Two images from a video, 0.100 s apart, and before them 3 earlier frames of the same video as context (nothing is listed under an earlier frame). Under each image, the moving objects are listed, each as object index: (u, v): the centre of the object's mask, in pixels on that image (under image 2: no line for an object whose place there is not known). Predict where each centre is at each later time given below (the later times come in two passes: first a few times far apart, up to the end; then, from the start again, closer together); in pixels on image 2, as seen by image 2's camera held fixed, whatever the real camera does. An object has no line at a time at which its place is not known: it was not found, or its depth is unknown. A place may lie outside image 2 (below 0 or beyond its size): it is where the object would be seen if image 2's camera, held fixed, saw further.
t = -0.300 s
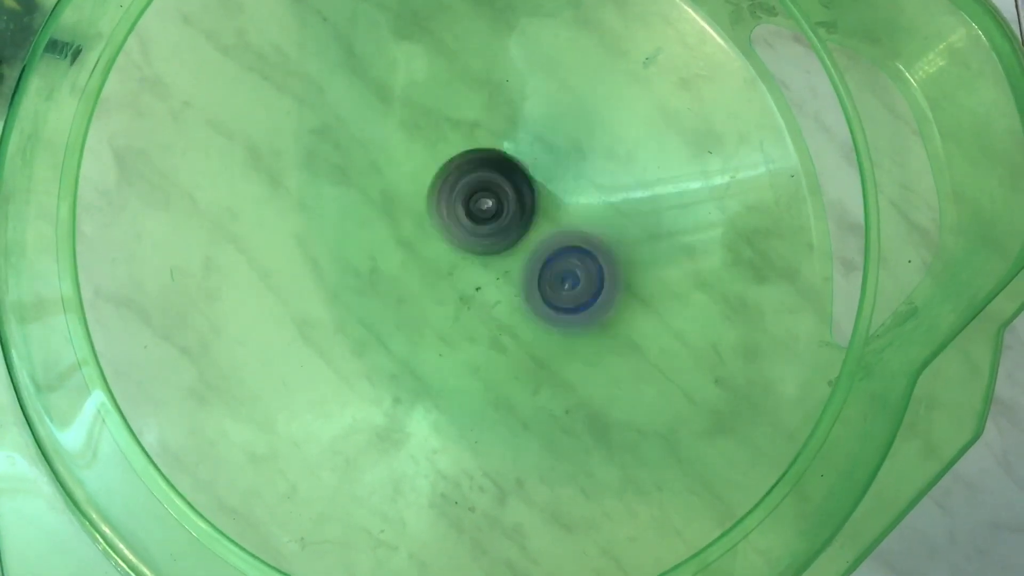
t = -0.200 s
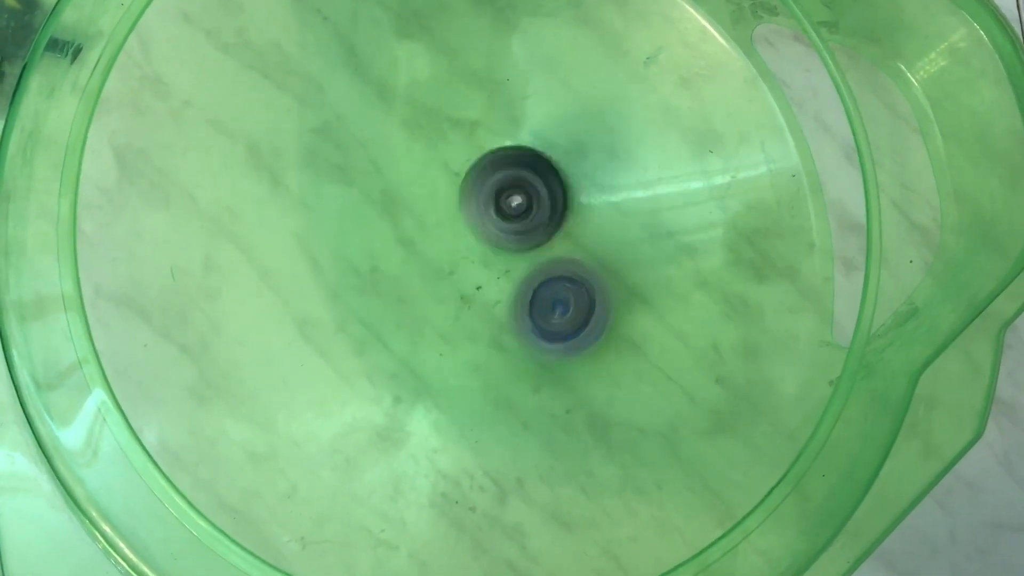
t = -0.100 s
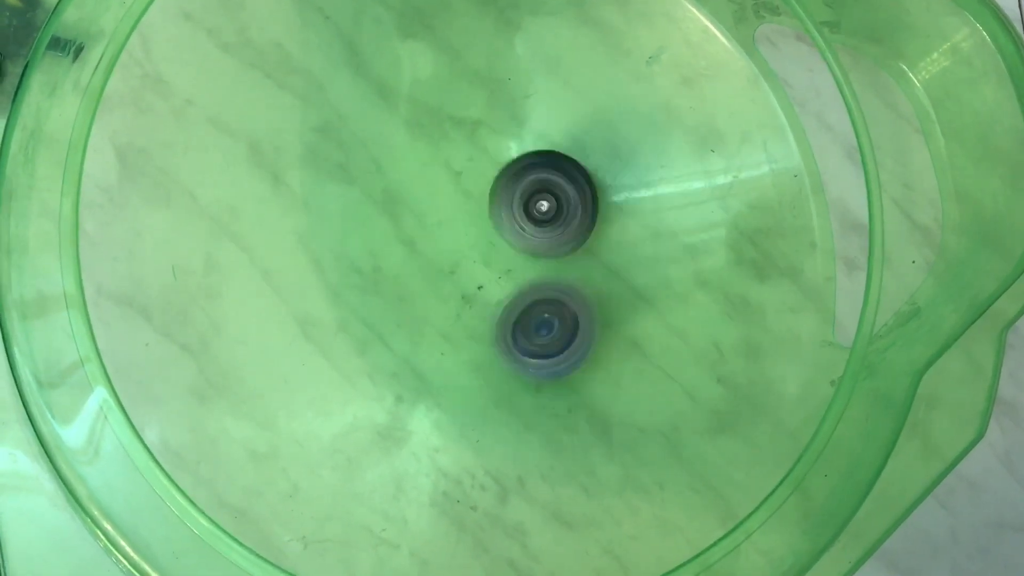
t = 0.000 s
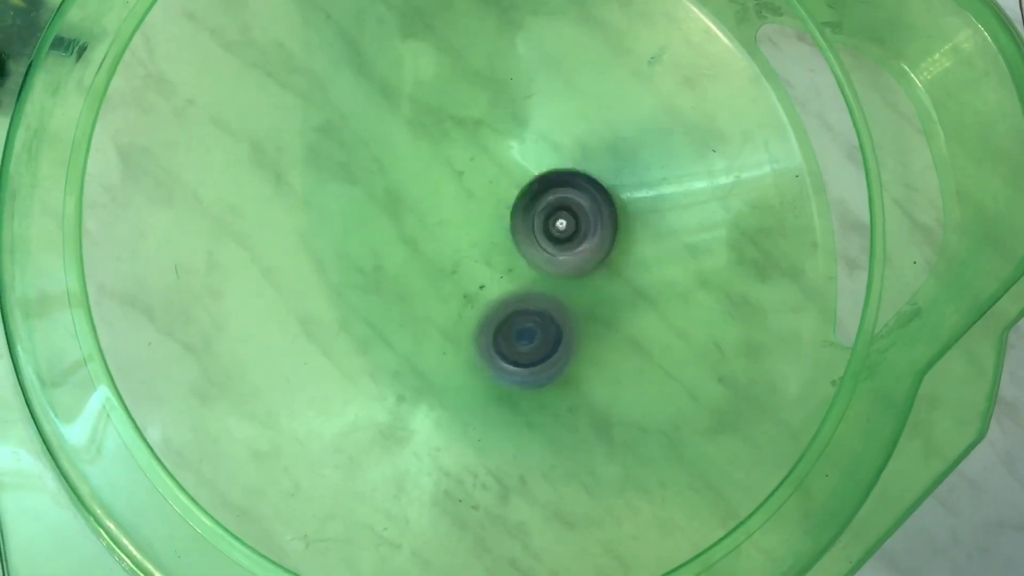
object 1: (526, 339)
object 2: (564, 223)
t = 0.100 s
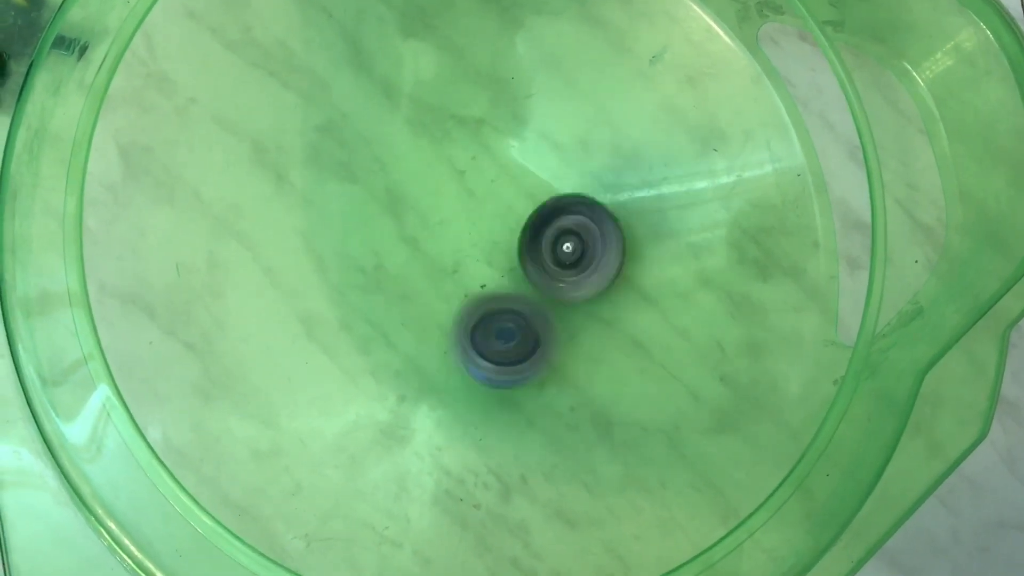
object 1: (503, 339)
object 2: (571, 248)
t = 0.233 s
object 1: (418, 335)
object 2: (639, 252)
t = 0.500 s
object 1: (413, 275)
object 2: (562, 249)
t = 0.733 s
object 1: (398, 250)
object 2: (575, 250)
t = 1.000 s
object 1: (434, 286)
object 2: (553, 237)
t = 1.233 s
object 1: (432, 318)
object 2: (548, 229)
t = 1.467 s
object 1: (416, 313)
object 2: (539, 228)
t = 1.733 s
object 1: (442, 294)
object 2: (527, 229)
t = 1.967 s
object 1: (446, 292)
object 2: (550, 242)
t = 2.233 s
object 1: (433, 255)
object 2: (599, 296)
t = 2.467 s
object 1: (491, 170)
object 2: (527, 277)
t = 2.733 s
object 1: (490, 171)
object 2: (466, 297)
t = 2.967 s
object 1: (462, 196)
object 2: (473, 291)
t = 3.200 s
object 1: (479, 196)
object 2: (483, 289)
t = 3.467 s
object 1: (481, 198)
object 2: (482, 289)
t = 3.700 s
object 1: (483, 199)
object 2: (485, 290)
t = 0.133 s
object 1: (493, 338)
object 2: (573, 258)
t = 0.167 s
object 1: (467, 337)
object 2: (598, 258)
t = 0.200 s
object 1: (438, 338)
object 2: (625, 258)
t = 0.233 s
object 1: (418, 335)
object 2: (639, 252)
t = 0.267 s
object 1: (404, 328)
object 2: (642, 255)
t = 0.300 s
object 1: (400, 320)
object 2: (638, 252)
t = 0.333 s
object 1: (398, 311)
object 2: (629, 251)
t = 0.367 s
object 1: (399, 303)
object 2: (619, 247)
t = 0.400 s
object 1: (400, 296)
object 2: (607, 246)
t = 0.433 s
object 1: (404, 287)
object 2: (592, 246)
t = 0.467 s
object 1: (407, 281)
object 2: (577, 248)
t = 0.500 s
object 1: (413, 275)
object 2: (562, 249)
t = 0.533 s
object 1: (420, 270)
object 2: (548, 250)
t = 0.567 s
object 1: (428, 265)
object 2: (535, 250)
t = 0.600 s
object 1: (414, 258)
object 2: (548, 252)
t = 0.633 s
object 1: (401, 252)
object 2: (565, 253)
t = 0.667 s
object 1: (395, 250)
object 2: (573, 254)
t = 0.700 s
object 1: (393, 249)
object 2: (576, 251)
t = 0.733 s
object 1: (398, 250)
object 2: (575, 250)
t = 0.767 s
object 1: (405, 253)
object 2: (573, 245)
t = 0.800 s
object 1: (410, 256)
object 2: (570, 244)
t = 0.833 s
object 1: (415, 260)
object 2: (570, 242)
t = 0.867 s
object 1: (421, 265)
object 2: (565, 243)
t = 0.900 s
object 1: (424, 269)
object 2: (564, 241)
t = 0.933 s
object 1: (427, 274)
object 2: (559, 241)
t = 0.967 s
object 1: (430, 279)
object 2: (559, 239)
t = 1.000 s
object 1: (434, 286)
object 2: (553, 237)
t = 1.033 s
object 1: (434, 292)
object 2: (554, 236)
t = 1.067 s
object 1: (434, 295)
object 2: (550, 234)
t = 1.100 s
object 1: (435, 302)
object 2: (552, 233)
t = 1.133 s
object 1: (436, 308)
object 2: (548, 232)
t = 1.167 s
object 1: (434, 312)
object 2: (550, 231)
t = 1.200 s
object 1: (433, 316)
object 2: (546, 230)
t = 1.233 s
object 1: (432, 318)
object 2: (548, 229)
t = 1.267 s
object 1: (429, 321)
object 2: (545, 228)
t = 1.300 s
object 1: (426, 323)
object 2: (546, 228)
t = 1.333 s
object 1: (422, 323)
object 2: (543, 227)
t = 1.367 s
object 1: (418, 322)
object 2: (545, 227)
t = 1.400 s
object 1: (416, 319)
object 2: (541, 227)
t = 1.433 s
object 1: (415, 316)
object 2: (542, 227)
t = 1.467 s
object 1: (416, 313)
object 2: (539, 228)
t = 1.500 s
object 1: (417, 309)
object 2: (539, 228)
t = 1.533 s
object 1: (418, 305)
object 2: (535, 229)
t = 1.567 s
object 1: (423, 302)
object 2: (535, 230)
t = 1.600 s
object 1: (427, 298)
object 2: (529, 231)
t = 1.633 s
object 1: (432, 297)
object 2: (529, 232)
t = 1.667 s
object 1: (435, 296)
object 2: (526, 230)
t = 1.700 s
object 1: (435, 296)
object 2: (529, 229)
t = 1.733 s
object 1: (442, 294)
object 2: (527, 229)
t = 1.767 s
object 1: (441, 290)
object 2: (535, 226)
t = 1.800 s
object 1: (442, 290)
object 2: (542, 229)
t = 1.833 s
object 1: (445, 289)
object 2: (544, 231)
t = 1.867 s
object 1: (451, 290)
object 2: (542, 234)
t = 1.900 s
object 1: (451, 293)
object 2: (542, 234)
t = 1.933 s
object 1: (447, 295)
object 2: (551, 236)
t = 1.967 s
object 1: (446, 292)
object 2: (550, 242)
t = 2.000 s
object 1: (446, 292)
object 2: (550, 247)
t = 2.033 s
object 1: (431, 283)
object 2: (576, 268)
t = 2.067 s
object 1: (420, 274)
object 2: (590, 285)
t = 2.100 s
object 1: (413, 267)
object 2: (603, 291)
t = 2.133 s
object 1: (414, 262)
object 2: (613, 294)
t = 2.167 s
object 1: (421, 261)
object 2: (615, 297)
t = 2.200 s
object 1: (425, 257)
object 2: (610, 299)
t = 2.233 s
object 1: (433, 255)
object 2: (599, 296)
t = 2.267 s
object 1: (442, 251)
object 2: (585, 290)
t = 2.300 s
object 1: (451, 246)
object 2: (571, 282)
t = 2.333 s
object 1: (460, 238)
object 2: (558, 276)
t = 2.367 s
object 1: (466, 223)
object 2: (549, 278)
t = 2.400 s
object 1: (477, 203)
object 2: (543, 278)
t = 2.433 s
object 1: (484, 186)
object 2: (536, 277)
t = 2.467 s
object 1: (491, 170)
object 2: (527, 277)
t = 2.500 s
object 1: (496, 157)
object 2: (515, 278)
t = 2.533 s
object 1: (499, 146)
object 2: (502, 281)
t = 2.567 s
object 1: (499, 140)
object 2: (492, 284)
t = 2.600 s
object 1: (499, 137)
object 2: (484, 286)
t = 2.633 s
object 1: (499, 142)
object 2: (477, 288)
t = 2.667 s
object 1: (498, 150)
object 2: (472, 291)
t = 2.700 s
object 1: (495, 161)
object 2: (468, 294)
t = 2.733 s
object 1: (490, 171)
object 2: (466, 297)
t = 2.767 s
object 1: (484, 179)
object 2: (464, 299)
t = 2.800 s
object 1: (476, 186)
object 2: (465, 300)
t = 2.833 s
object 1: (469, 191)
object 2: (464, 299)
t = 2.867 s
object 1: (462, 192)
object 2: (465, 297)
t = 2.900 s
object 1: (459, 193)
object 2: (467, 295)
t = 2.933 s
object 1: (459, 194)
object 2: (470, 293)
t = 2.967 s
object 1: (462, 196)
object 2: (473, 291)
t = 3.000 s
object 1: (465, 196)
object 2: (477, 289)
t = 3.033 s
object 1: (468, 196)
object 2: (481, 288)
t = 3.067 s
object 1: (470, 196)
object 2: (484, 288)
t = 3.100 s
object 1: (471, 196)
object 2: (484, 289)
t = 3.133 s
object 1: (473, 196)
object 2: (483, 289)
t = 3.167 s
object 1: (475, 196)
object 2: (483, 289)
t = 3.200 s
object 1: (479, 196)
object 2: (483, 289)
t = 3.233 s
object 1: (483, 196)
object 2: (482, 289)
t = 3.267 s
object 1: (485, 196)
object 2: (483, 290)
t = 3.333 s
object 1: (482, 197)
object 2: (482, 289)
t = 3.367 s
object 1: (479, 198)
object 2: (482, 289)
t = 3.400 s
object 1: (479, 198)
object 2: (482, 290)
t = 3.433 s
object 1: (481, 198)
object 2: (482, 290)
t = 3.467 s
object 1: (481, 198)
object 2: (482, 289)
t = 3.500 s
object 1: (481, 199)
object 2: (482, 290)
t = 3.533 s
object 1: (482, 199)
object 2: (484, 290)
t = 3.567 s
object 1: (482, 199)
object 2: (484, 290)
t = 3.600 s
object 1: (482, 199)
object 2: (484, 290)
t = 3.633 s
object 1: (483, 199)
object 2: (485, 290)
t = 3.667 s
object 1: (483, 199)
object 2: (485, 290)
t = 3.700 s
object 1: (483, 199)
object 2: (485, 290)
